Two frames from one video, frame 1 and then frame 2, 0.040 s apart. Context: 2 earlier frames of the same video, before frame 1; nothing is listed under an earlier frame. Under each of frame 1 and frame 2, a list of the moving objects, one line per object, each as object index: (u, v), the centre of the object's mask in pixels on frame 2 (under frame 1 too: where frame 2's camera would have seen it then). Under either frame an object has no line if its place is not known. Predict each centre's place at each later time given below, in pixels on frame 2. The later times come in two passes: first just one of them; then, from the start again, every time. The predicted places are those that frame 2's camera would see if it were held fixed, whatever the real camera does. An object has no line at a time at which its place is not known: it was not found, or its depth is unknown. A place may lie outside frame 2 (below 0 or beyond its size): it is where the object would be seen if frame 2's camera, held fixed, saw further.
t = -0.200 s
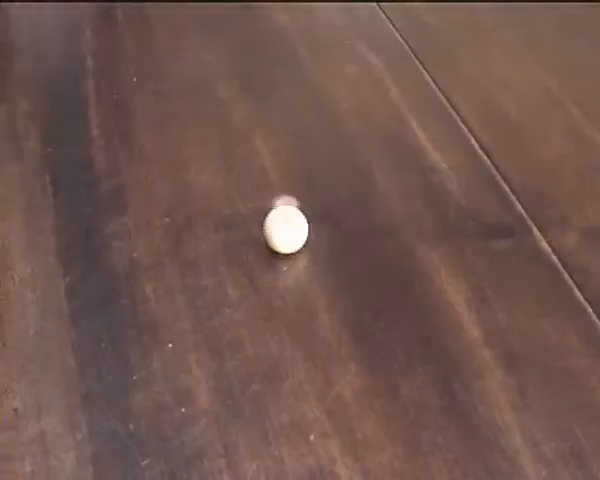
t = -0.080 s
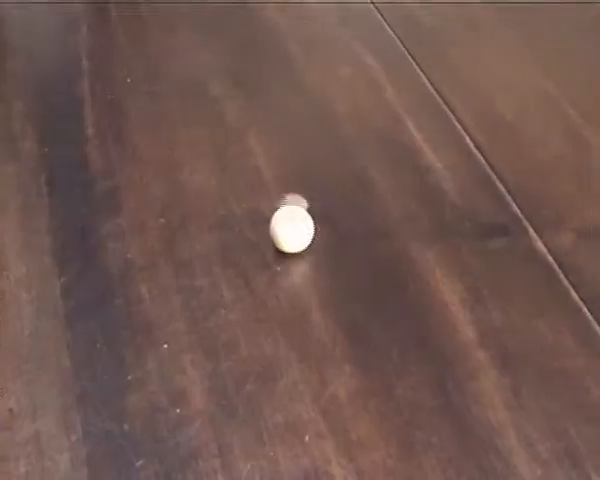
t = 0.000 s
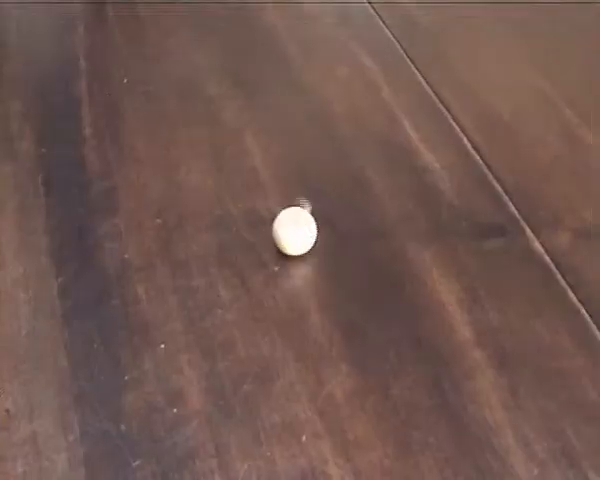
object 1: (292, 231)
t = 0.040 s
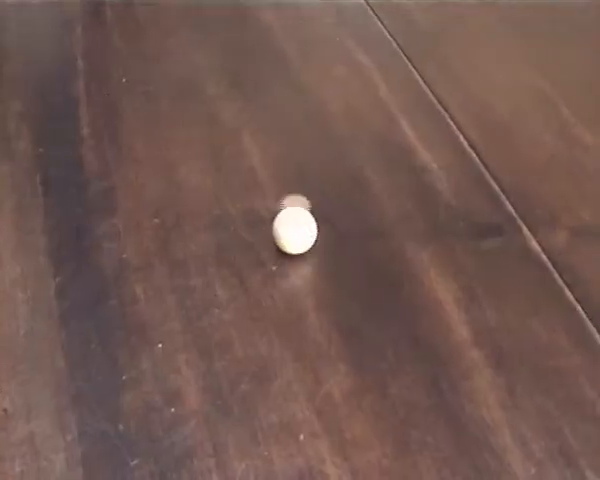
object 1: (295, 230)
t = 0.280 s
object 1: (317, 225)
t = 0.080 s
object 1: (297, 229)
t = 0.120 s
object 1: (300, 228)
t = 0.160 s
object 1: (304, 227)
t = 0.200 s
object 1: (309, 226)
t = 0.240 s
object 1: (313, 225)
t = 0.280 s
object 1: (317, 225)
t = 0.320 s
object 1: (323, 224)
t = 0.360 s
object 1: (326, 223)
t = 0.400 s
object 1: (330, 223)
